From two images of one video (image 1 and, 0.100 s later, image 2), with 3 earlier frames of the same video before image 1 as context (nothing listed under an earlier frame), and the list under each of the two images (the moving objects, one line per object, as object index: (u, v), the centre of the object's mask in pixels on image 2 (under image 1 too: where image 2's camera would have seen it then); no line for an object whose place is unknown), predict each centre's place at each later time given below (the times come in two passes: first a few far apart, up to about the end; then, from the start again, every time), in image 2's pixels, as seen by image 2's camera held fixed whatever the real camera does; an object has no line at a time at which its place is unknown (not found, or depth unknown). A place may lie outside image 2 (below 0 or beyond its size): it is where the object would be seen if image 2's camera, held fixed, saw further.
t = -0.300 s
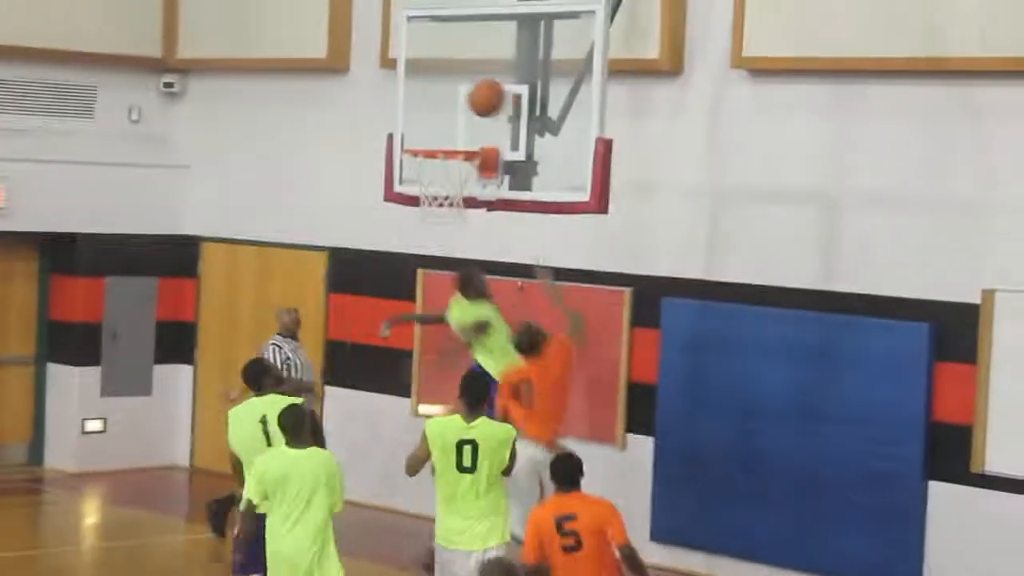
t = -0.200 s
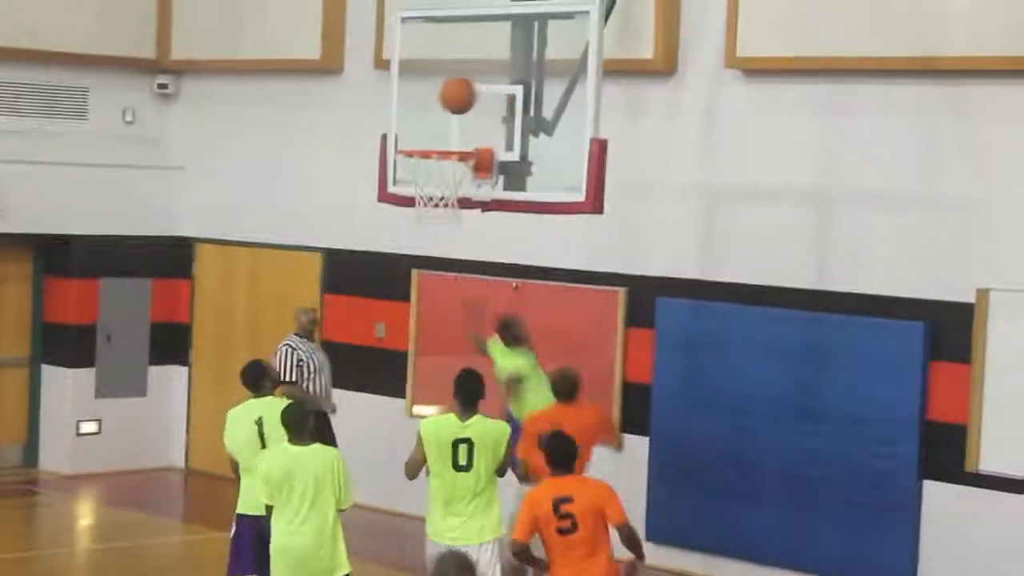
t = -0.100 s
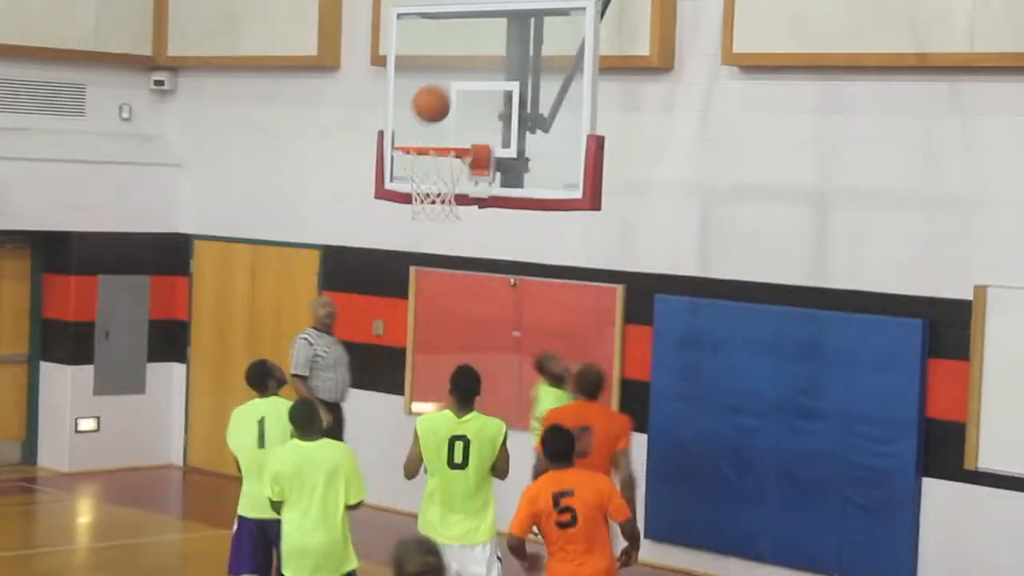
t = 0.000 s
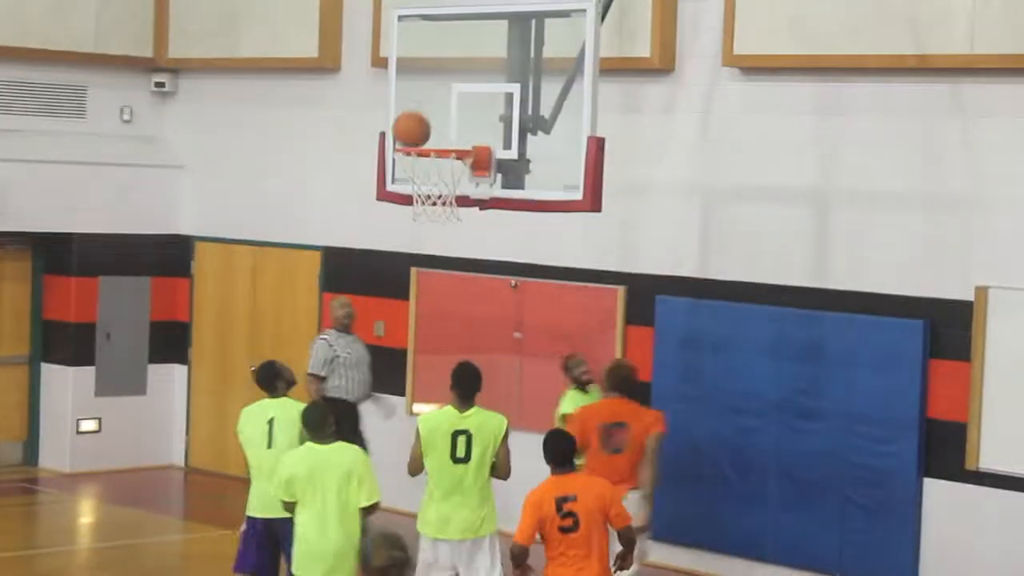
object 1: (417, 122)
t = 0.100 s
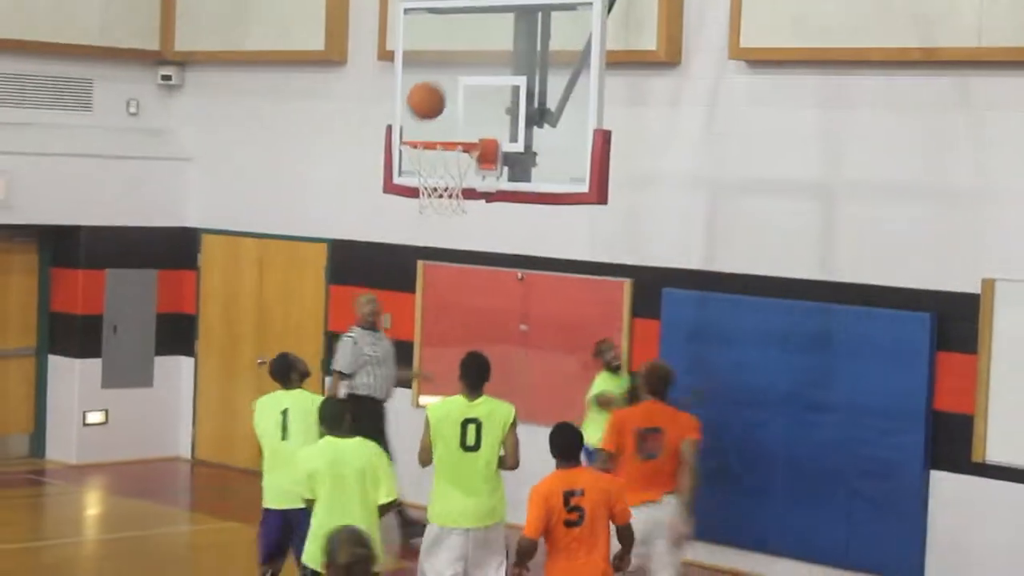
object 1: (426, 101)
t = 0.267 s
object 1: (439, 98)
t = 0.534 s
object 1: (451, 113)
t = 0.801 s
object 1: (440, 158)
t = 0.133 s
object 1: (429, 97)
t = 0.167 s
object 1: (432, 94)
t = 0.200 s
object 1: (434, 94)
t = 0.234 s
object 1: (437, 95)
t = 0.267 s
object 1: (439, 98)
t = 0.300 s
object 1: (442, 102)
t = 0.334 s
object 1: (444, 109)
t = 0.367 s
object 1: (446, 117)
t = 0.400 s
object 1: (449, 123)
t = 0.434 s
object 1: (449, 119)
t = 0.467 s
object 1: (450, 115)
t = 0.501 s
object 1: (450, 113)
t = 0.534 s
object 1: (451, 113)
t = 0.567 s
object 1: (451, 114)
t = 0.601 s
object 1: (451, 116)
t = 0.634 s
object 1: (451, 121)
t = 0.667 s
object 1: (451, 126)
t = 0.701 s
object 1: (450, 133)
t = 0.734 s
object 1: (448, 138)
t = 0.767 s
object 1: (443, 149)
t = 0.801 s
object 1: (440, 158)
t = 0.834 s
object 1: (435, 166)
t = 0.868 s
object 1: (433, 179)
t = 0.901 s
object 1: (428, 192)
